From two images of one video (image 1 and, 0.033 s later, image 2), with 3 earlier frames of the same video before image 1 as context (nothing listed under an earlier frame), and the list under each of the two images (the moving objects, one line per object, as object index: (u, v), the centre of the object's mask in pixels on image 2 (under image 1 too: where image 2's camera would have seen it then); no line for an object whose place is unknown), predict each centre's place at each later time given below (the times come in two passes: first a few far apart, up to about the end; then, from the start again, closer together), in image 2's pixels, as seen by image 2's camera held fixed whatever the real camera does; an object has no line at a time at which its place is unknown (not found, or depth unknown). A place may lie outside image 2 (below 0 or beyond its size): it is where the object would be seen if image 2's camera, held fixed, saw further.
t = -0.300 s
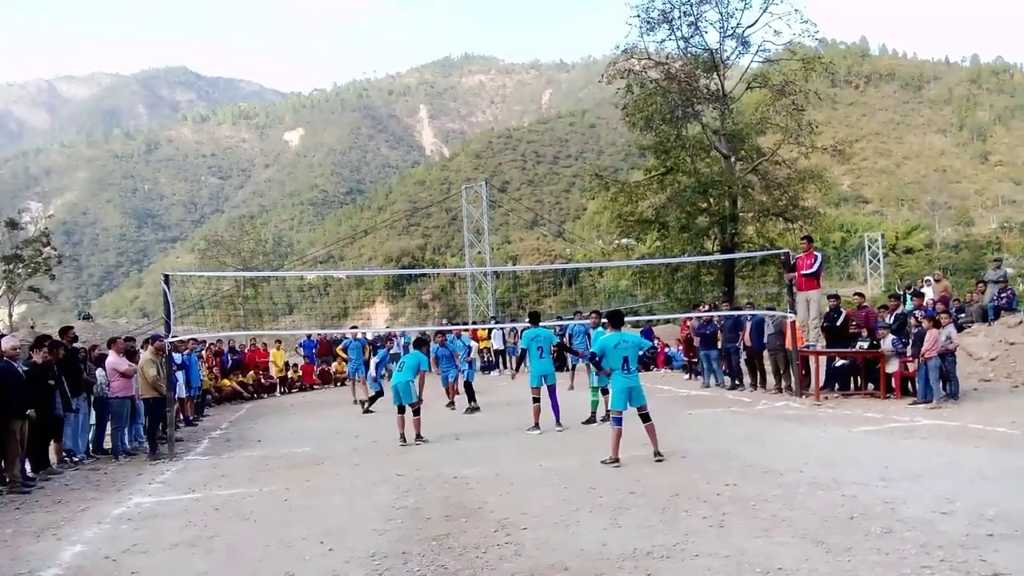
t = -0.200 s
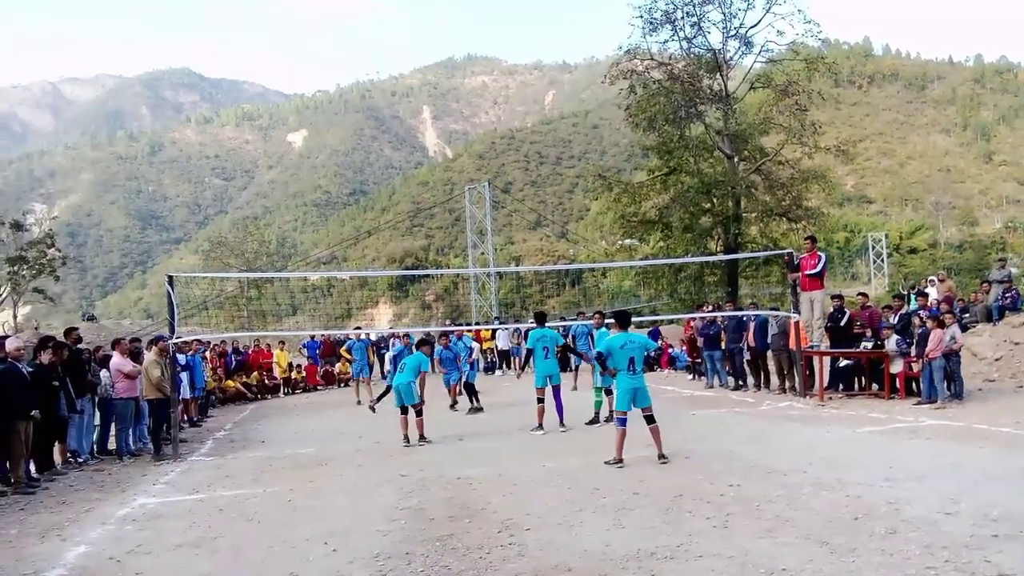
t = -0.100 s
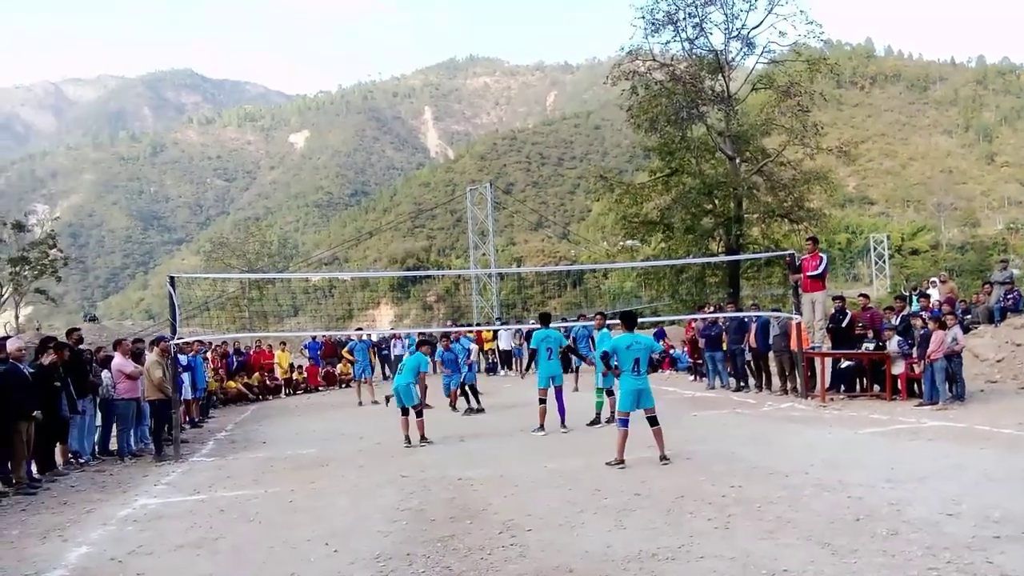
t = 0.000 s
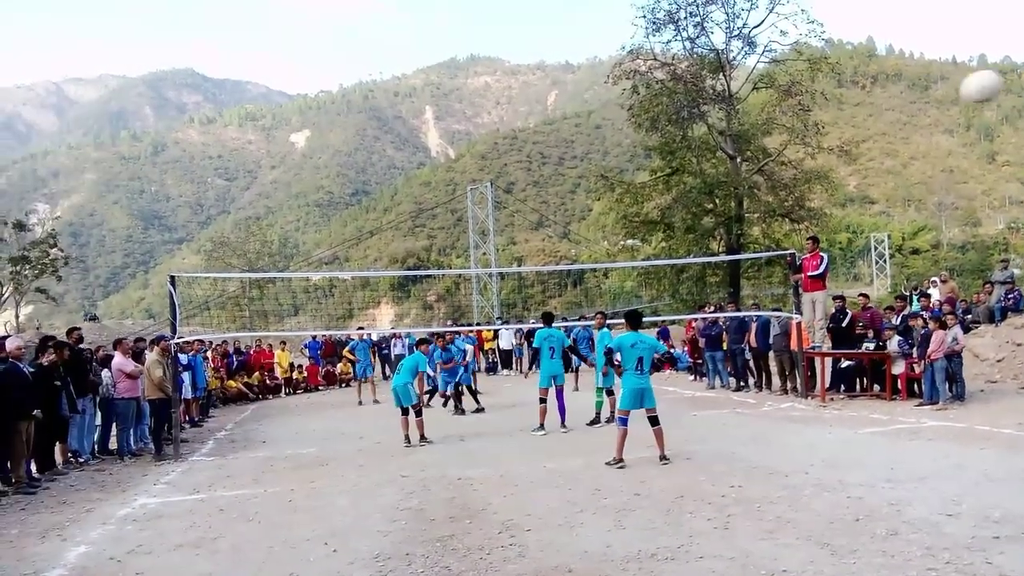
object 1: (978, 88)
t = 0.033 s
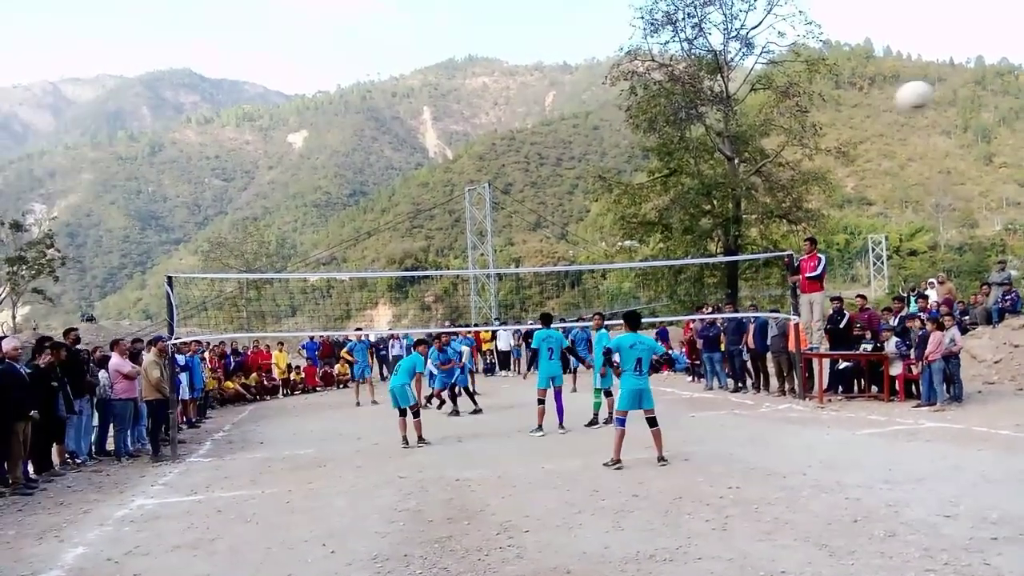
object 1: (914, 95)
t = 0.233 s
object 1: (680, 149)
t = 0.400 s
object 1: (582, 190)
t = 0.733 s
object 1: (481, 283)
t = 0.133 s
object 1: (771, 122)
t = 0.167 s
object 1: (736, 133)
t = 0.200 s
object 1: (706, 141)
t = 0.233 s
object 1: (680, 149)
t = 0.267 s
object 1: (656, 158)
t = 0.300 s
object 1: (634, 165)
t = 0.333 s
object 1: (615, 175)
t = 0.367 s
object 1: (598, 182)
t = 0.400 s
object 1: (582, 190)
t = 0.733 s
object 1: (481, 283)
